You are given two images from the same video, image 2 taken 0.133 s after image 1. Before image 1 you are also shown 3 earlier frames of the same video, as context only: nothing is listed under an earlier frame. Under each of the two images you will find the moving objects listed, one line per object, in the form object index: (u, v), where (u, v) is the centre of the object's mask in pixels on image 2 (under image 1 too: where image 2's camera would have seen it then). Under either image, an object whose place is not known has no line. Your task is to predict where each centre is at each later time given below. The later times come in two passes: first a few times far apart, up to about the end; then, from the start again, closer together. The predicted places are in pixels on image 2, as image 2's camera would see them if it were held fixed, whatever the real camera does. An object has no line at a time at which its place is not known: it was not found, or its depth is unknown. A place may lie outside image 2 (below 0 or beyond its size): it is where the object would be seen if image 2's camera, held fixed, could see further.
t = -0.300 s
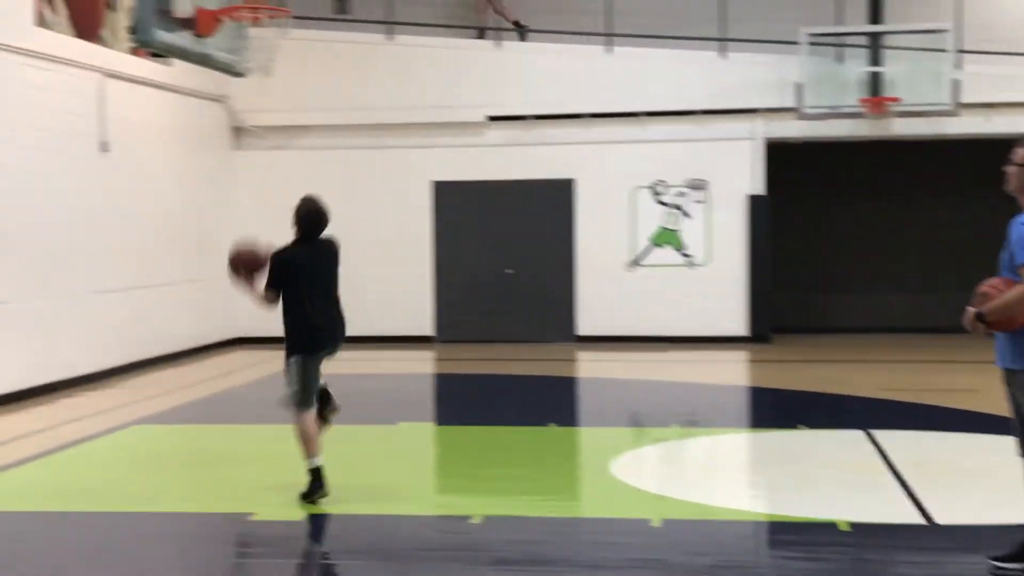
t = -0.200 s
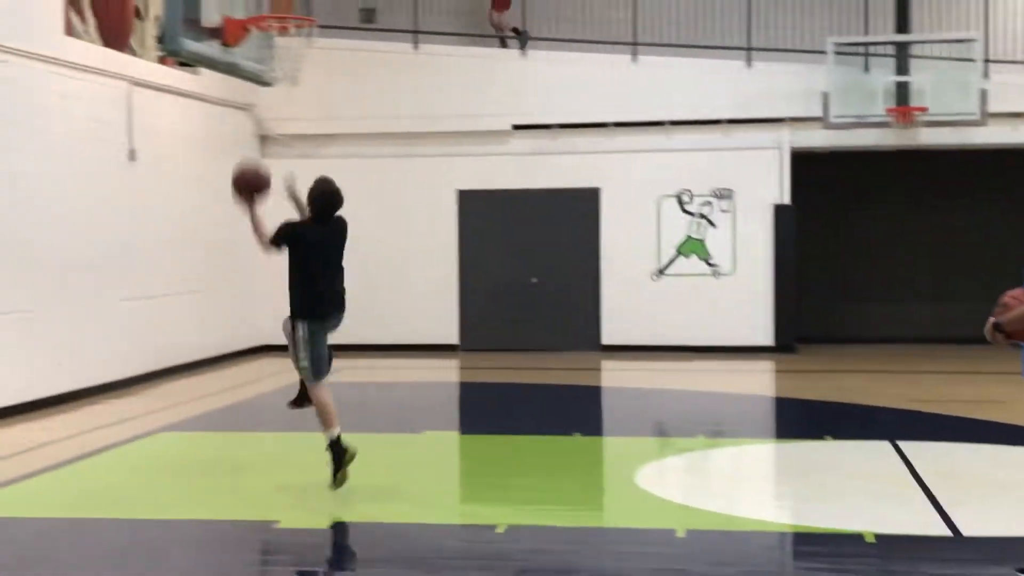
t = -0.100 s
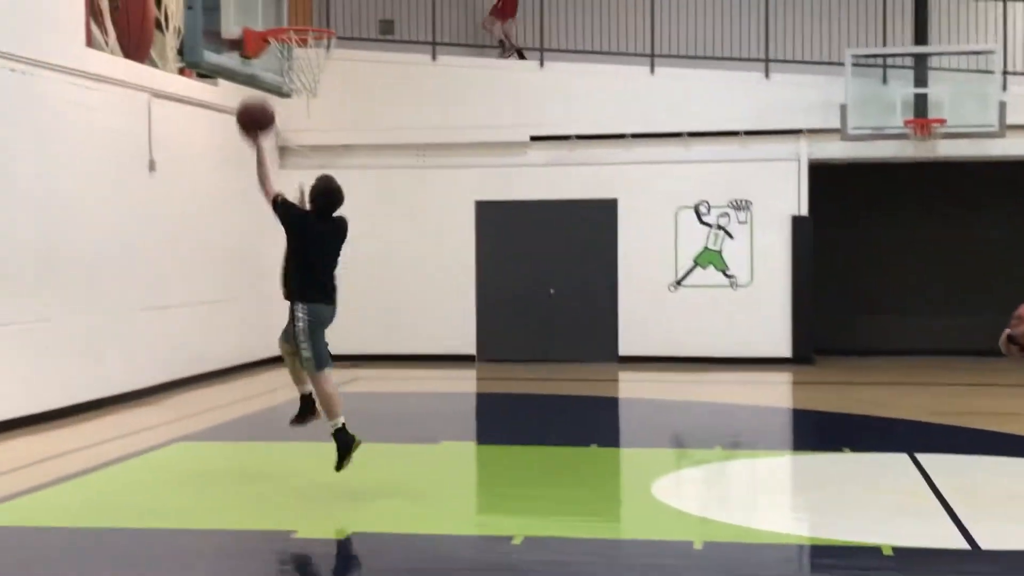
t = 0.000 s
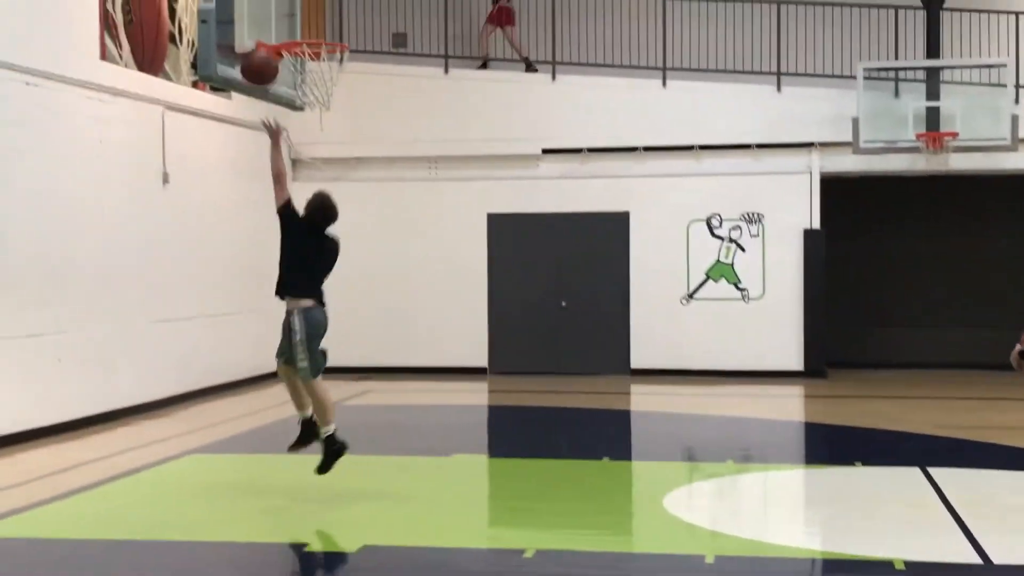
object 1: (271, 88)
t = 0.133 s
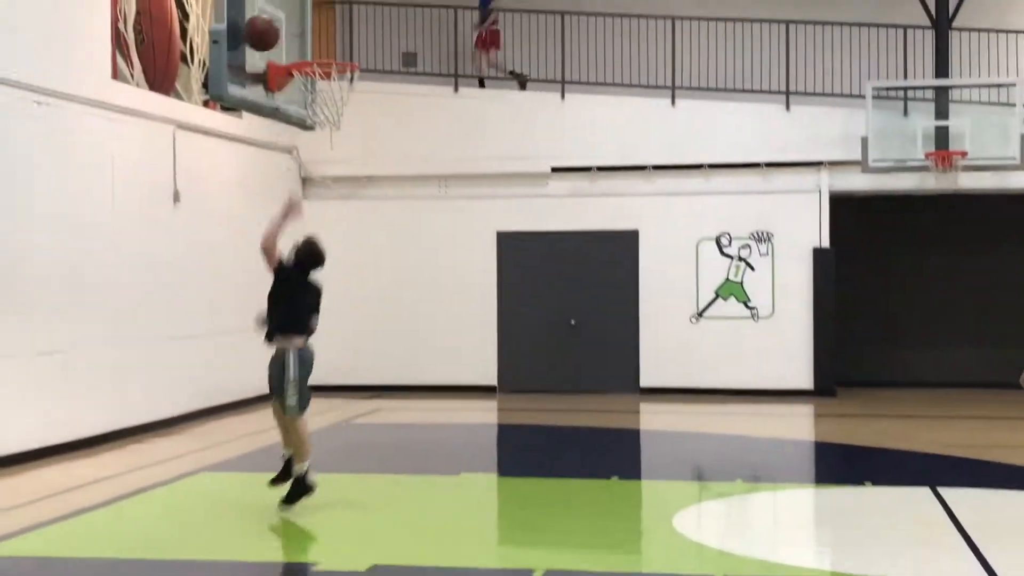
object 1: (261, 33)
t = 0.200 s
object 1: (271, 22)
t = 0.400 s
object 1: (305, 30)
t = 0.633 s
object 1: (322, 66)
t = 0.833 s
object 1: (328, 101)
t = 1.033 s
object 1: (327, 143)
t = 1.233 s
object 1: (324, 237)
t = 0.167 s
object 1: (265, 27)
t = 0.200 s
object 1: (271, 22)
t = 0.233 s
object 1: (277, 20)
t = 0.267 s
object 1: (282, 18)
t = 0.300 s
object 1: (288, 19)
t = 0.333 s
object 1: (293, 21)
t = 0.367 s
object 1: (299, 24)
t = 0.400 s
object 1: (305, 30)
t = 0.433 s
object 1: (310, 36)
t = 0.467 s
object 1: (317, 46)
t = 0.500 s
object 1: (319, 46)
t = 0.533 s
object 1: (319, 48)
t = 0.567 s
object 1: (320, 50)
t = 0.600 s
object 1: (321, 53)
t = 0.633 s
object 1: (322, 66)
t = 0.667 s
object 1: (325, 78)
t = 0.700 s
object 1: (326, 85)
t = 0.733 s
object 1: (325, 91)
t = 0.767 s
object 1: (328, 98)
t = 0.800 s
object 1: (328, 100)
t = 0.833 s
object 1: (328, 101)
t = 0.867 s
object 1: (328, 104)
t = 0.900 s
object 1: (328, 113)
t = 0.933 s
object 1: (328, 116)
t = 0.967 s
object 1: (329, 125)
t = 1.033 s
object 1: (327, 143)
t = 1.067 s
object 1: (327, 154)
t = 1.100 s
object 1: (326, 167)
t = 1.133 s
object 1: (326, 183)
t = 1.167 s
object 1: (326, 199)
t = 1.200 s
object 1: (325, 217)
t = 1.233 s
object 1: (324, 237)
